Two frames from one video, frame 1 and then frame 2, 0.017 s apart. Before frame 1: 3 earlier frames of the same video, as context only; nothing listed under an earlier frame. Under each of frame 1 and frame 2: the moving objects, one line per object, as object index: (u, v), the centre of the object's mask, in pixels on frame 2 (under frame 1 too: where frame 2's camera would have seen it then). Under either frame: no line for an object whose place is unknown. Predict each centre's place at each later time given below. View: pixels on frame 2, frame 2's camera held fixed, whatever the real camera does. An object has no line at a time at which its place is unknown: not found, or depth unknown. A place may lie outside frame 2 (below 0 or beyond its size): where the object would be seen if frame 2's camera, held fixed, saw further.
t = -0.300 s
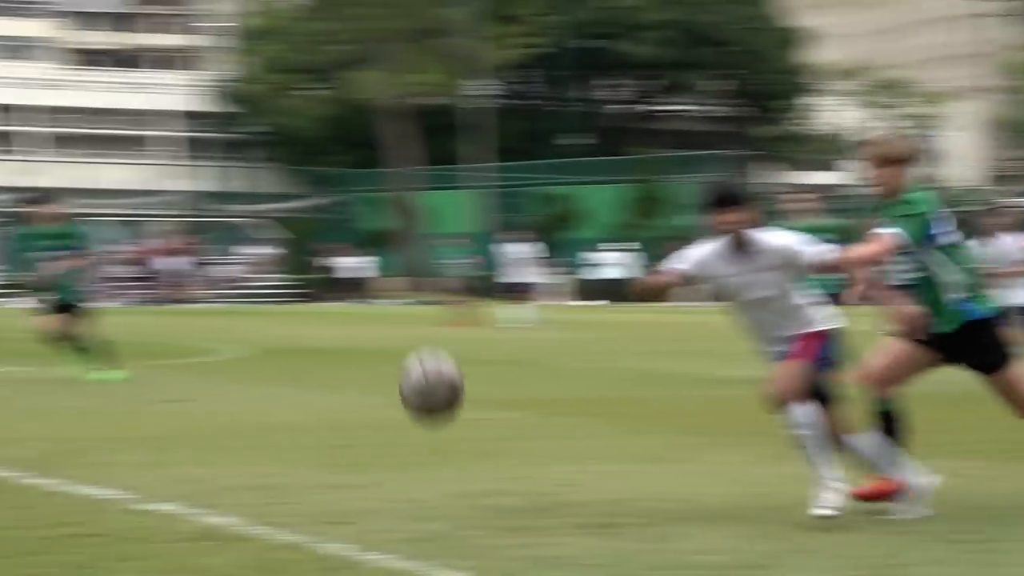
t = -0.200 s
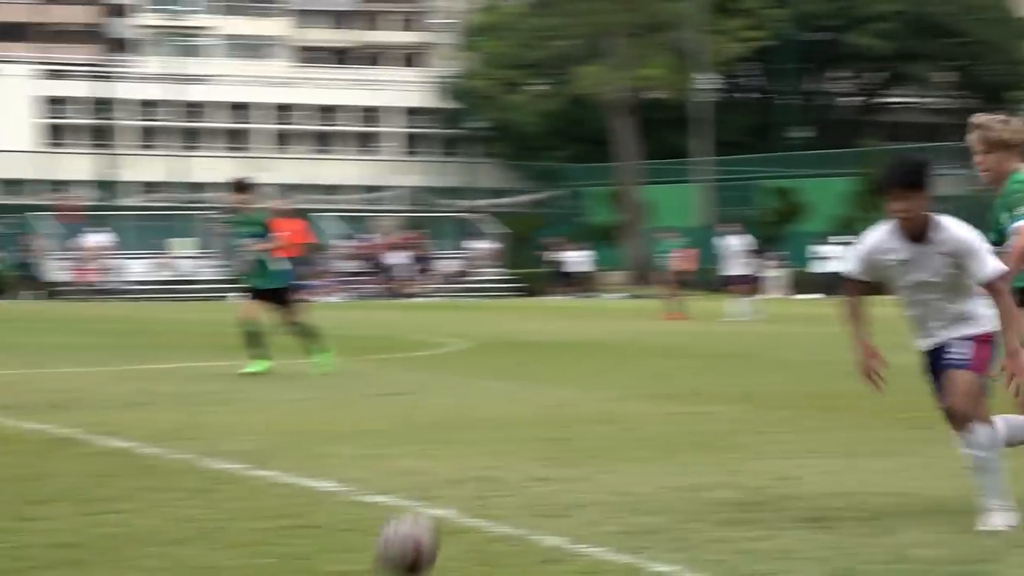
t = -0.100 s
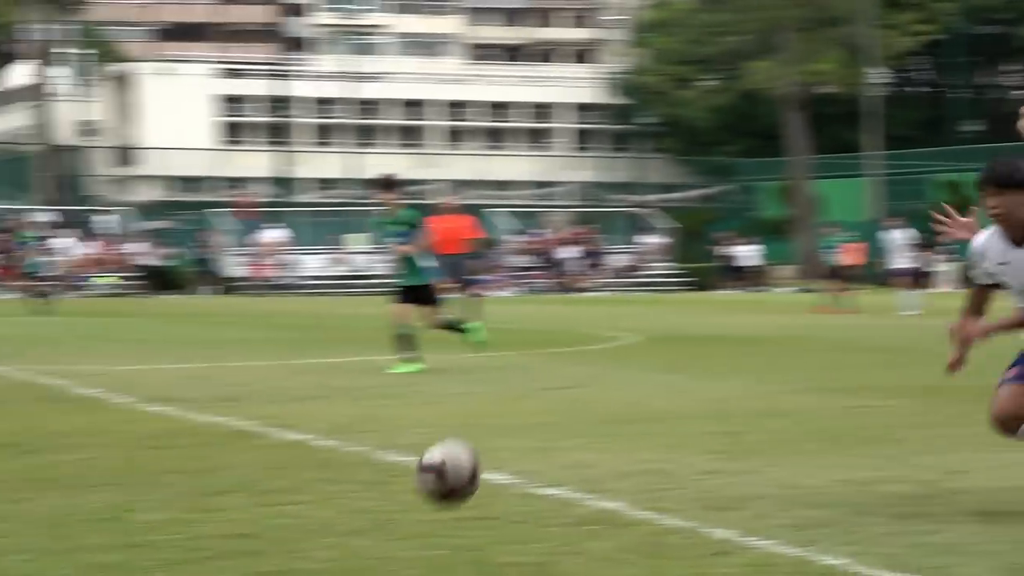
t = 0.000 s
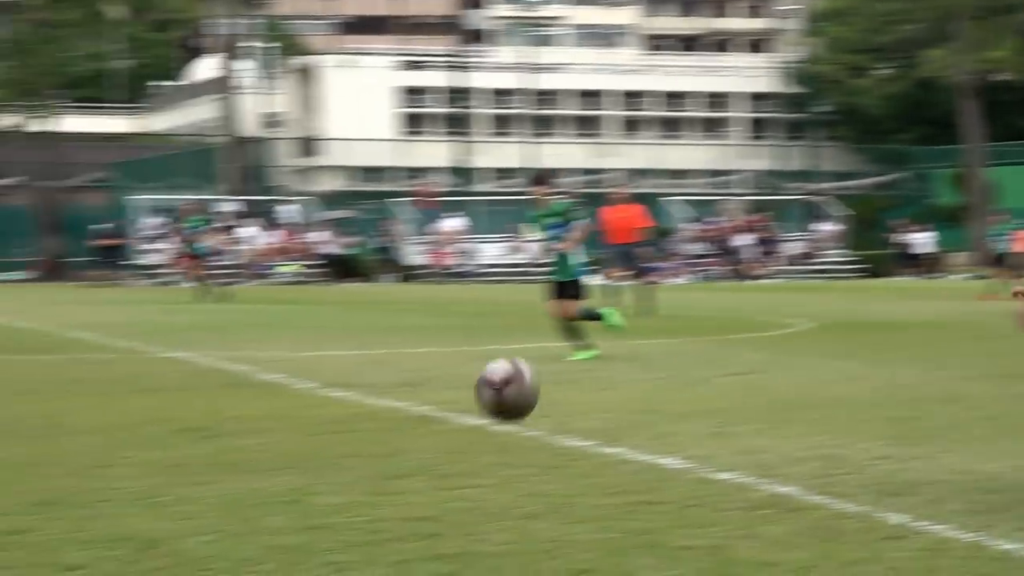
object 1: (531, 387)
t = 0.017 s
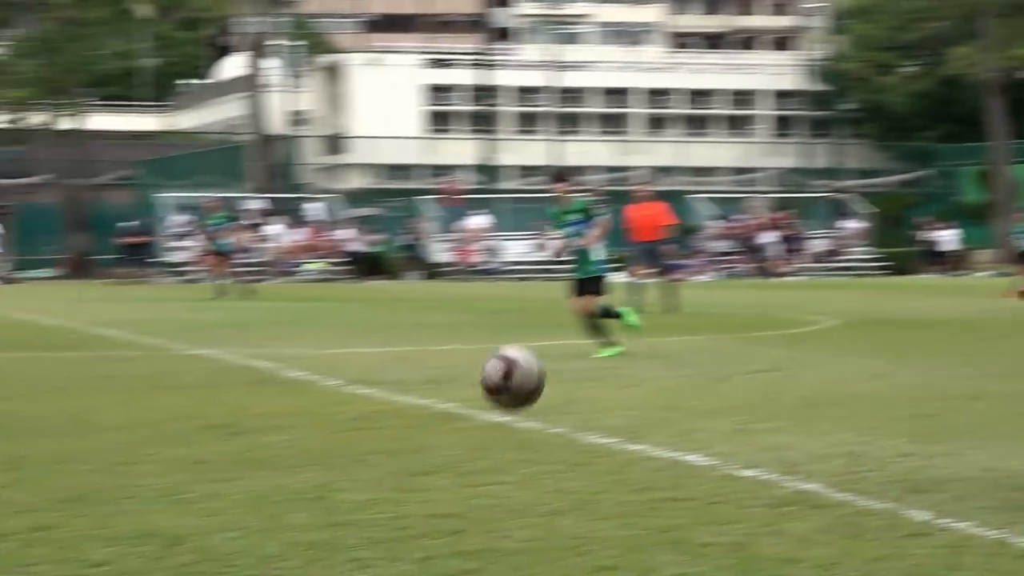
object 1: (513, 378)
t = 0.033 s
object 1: (494, 370)
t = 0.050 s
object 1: (475, 362)
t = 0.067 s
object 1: (457, 356)
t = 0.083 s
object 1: (438, 350)
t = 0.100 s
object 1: (419, 345)
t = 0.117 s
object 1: (400, 342)
